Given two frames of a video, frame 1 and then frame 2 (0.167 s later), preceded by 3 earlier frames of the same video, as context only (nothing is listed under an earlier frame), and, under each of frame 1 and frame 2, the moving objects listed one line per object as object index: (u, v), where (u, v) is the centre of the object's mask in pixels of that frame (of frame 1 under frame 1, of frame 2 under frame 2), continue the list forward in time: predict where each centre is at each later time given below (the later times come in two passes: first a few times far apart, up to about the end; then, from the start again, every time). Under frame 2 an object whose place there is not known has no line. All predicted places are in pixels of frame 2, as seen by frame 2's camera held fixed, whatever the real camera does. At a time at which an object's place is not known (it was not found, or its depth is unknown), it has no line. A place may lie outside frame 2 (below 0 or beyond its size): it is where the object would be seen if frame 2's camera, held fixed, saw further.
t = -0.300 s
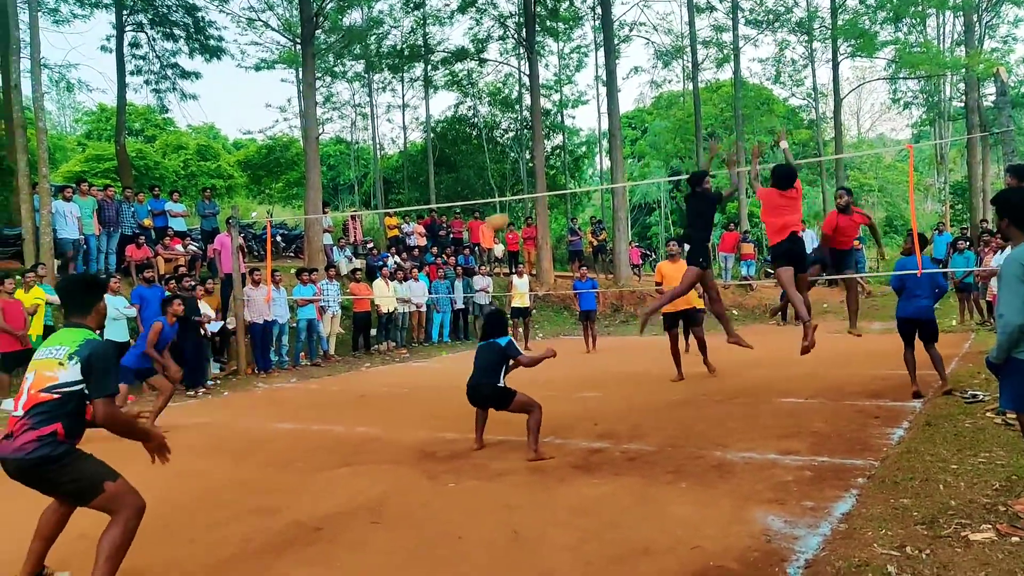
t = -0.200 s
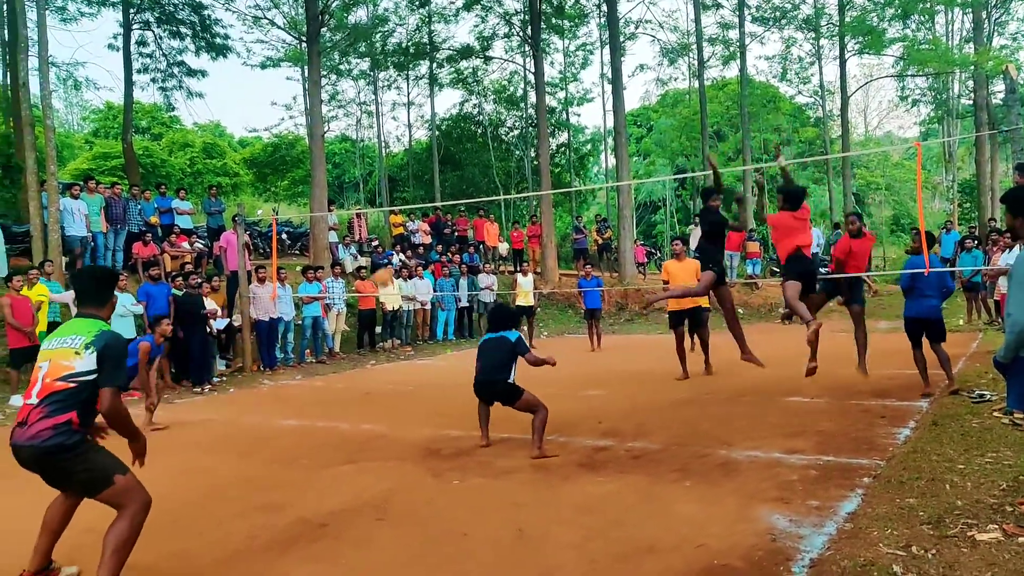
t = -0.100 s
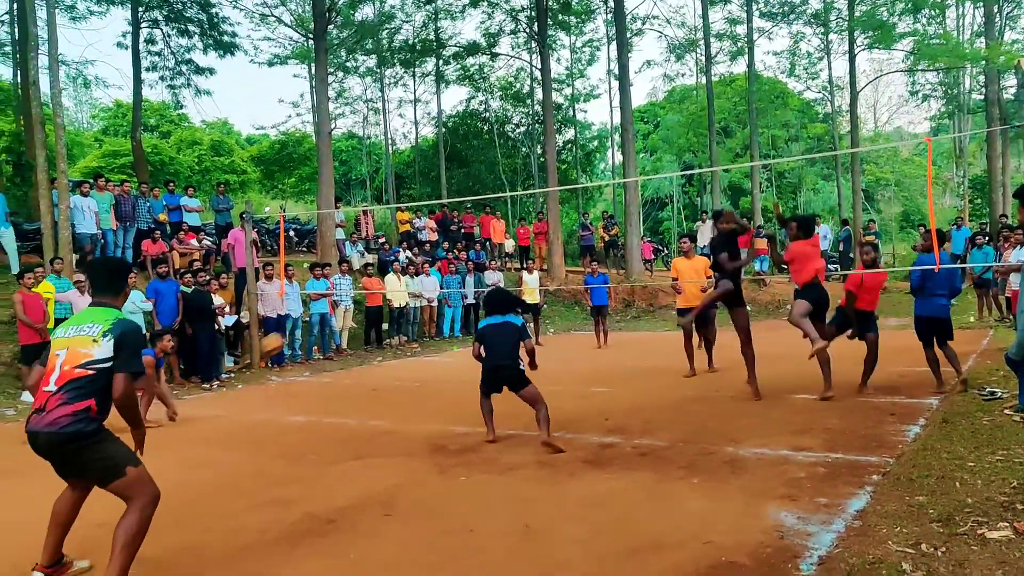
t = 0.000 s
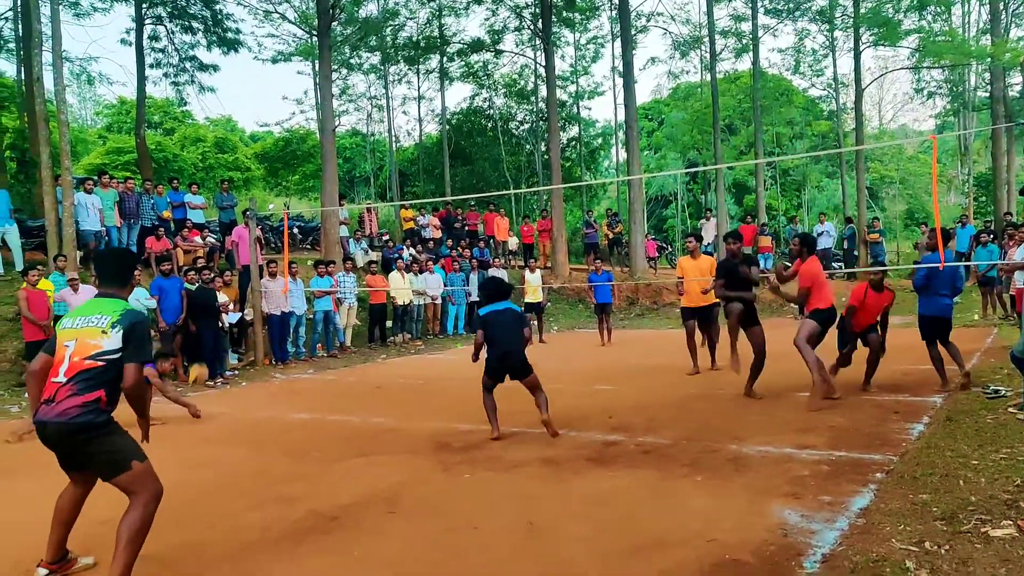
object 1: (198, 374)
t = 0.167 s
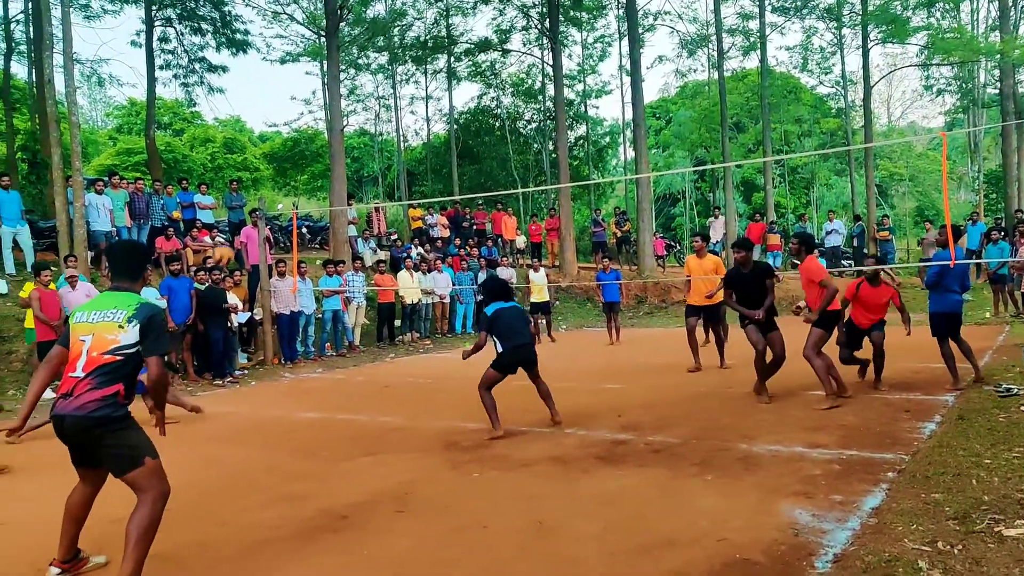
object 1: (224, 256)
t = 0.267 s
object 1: (232, 200)
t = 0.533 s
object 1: (251, 100)
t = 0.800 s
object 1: (269, 67)
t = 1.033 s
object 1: (287, 90)
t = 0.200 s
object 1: (226, 236)
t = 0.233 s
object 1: (230, 216)
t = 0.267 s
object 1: (232, 200)
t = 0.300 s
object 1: (234, 183)
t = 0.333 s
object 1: (237, 168)
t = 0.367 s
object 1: (238, 154)
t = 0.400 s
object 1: (241, 142)
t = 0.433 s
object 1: (244, 129)
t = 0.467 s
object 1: (247, 119)
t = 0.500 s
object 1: (249, 109)
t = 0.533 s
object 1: (251, 100)
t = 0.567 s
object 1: (253, 92)
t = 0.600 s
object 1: (254, 85)
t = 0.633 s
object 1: (257, 80)
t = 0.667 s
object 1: (259, 75)
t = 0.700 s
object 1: (262, 71)
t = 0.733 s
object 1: (264, 69)
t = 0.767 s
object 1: (267, 68)
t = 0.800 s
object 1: (269, 67)
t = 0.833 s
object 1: (272, 68)
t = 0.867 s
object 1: (275, 69)
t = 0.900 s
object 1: (277, 71)
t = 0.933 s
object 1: (279, 74)
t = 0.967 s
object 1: (282, 79)
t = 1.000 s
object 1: (285, 84)
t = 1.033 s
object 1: (287, 90)
